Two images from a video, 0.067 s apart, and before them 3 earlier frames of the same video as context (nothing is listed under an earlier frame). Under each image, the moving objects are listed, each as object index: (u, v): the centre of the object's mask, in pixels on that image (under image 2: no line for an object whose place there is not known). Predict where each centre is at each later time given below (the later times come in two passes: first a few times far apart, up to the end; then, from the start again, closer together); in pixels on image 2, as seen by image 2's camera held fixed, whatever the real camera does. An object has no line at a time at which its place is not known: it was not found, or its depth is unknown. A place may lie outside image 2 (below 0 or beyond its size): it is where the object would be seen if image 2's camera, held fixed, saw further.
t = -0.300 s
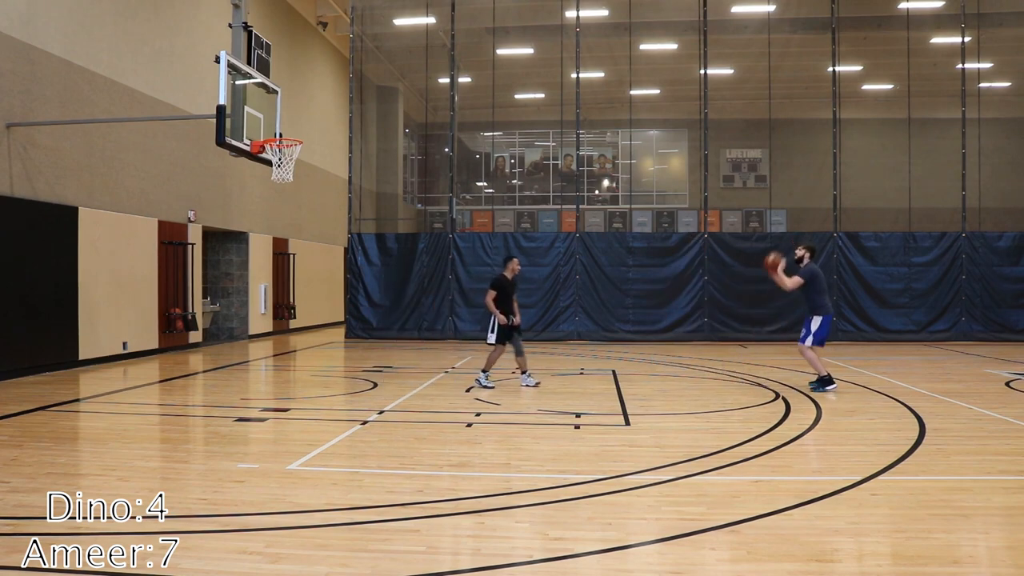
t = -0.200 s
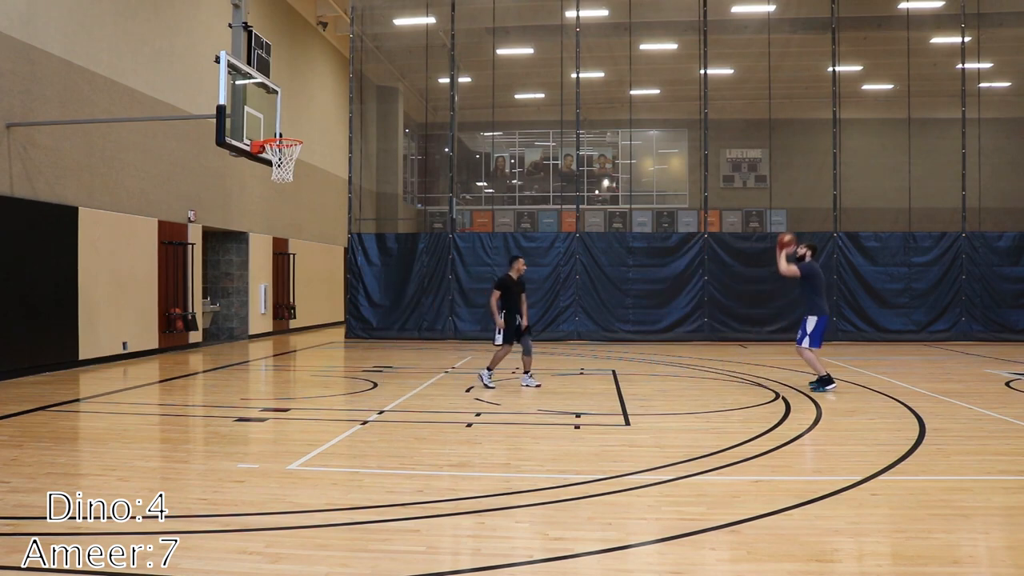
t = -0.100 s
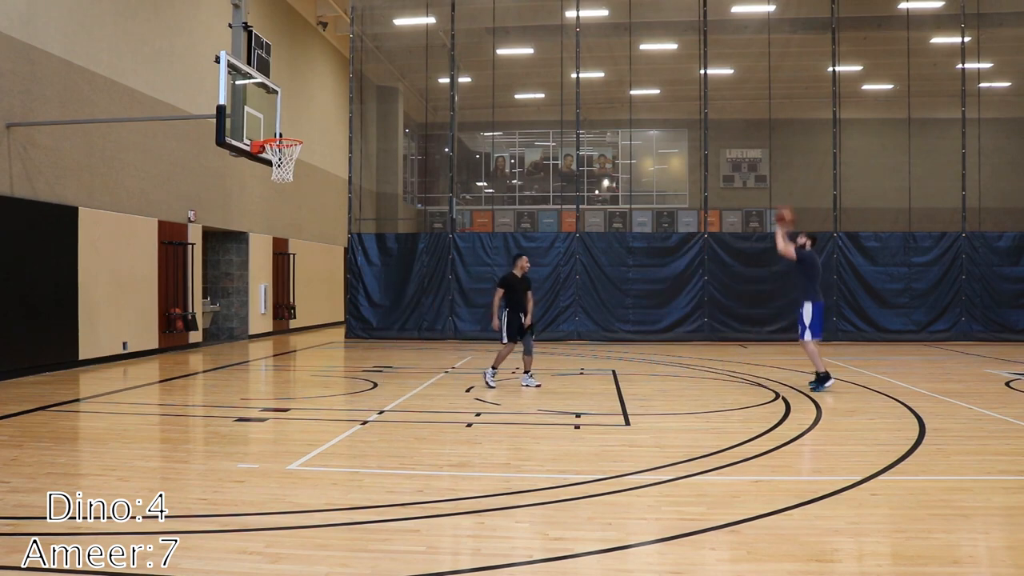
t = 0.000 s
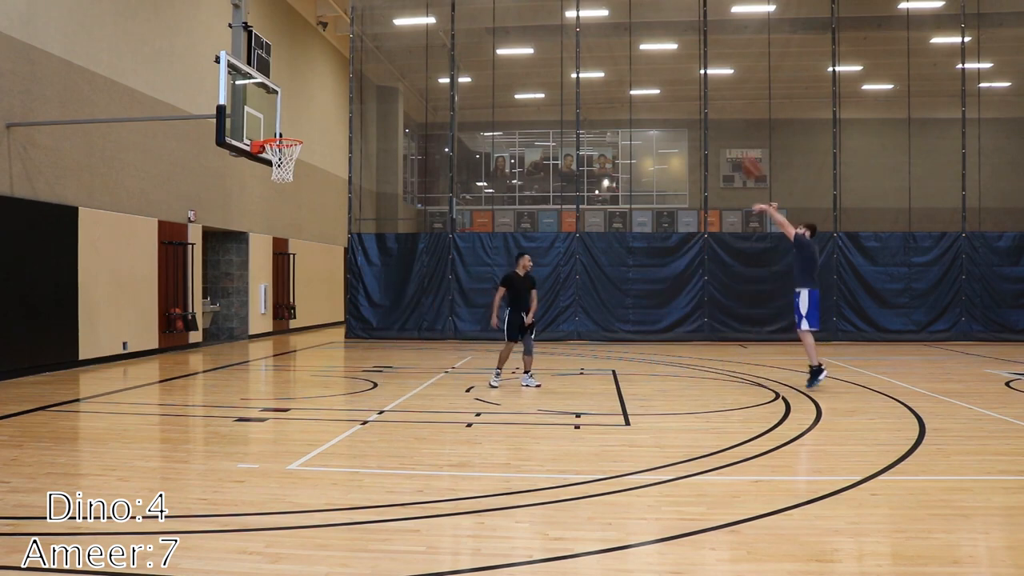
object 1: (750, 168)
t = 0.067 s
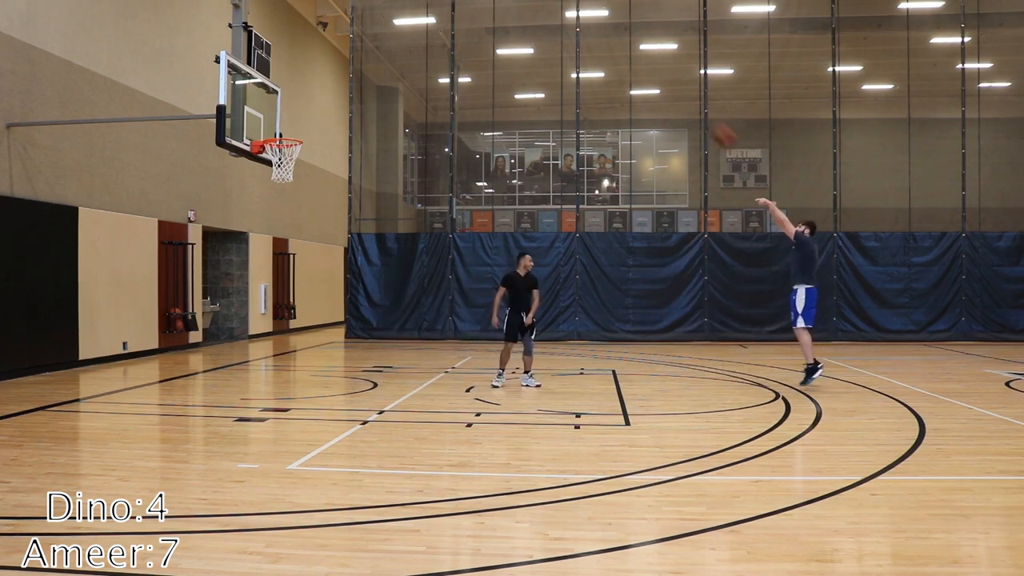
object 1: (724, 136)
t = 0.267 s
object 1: (643, 64)
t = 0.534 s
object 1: (535, 14)
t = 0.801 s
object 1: (432, 24)
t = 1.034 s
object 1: (341, 74)
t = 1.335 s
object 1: (280, 178)
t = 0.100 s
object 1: (711, 123)
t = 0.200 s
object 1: (669, 83)
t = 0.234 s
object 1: (655, 73)
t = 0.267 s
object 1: (643, 64)
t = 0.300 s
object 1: (628, 54)
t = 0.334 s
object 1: (614, 46)
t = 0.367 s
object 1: (601, 38)
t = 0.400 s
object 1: (589, 33)
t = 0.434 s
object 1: (576, 27)
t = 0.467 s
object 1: (561, 23)
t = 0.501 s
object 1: (548, 18)
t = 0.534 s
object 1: (535, 14)
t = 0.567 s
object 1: (521, 12)
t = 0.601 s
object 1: (508, 11)
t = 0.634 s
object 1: (495, 11)
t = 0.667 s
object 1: (482, 11)
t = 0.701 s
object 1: (470, 13)
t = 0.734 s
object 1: (457, 15)
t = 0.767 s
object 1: (445, 18)
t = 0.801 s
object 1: (432, 24)
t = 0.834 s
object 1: (417, 30)
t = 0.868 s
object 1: (405, 34)
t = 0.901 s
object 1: (392, 40)
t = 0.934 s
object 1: (380, 47)
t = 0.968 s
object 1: (367, 55)
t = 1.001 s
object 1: (354, 64)
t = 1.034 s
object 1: (341, 74)
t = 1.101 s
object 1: (315, 98)
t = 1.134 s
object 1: (302, 110)
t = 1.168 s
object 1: (291, 123)
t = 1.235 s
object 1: (273, 153)
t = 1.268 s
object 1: (278, 156)
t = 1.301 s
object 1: (278, 174)
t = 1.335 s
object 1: (280, 178)
